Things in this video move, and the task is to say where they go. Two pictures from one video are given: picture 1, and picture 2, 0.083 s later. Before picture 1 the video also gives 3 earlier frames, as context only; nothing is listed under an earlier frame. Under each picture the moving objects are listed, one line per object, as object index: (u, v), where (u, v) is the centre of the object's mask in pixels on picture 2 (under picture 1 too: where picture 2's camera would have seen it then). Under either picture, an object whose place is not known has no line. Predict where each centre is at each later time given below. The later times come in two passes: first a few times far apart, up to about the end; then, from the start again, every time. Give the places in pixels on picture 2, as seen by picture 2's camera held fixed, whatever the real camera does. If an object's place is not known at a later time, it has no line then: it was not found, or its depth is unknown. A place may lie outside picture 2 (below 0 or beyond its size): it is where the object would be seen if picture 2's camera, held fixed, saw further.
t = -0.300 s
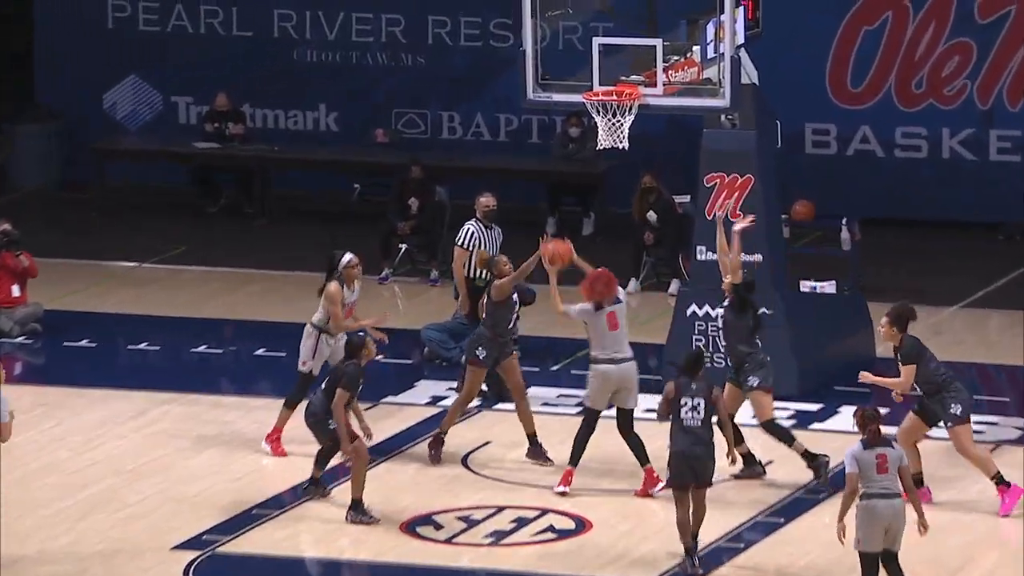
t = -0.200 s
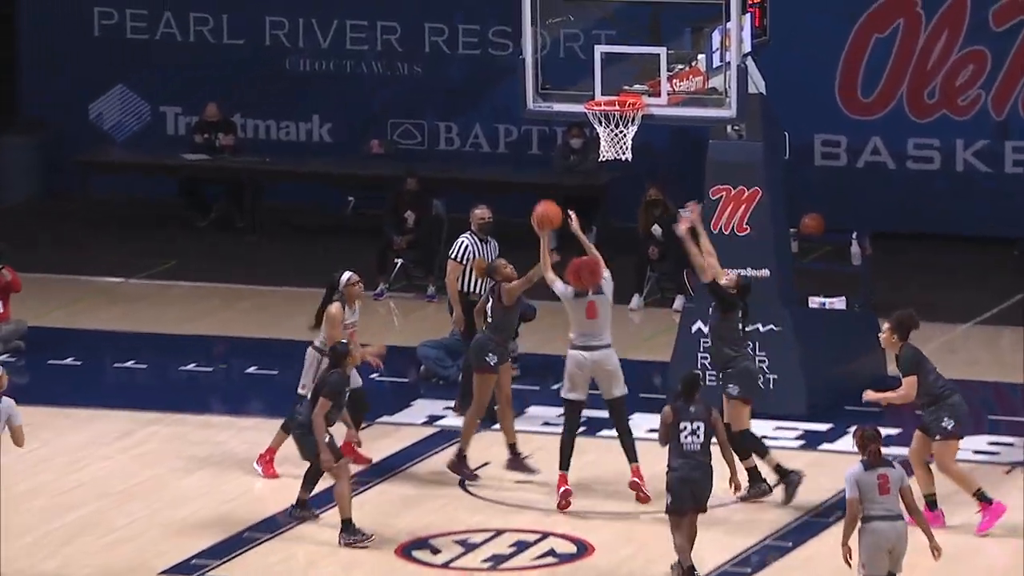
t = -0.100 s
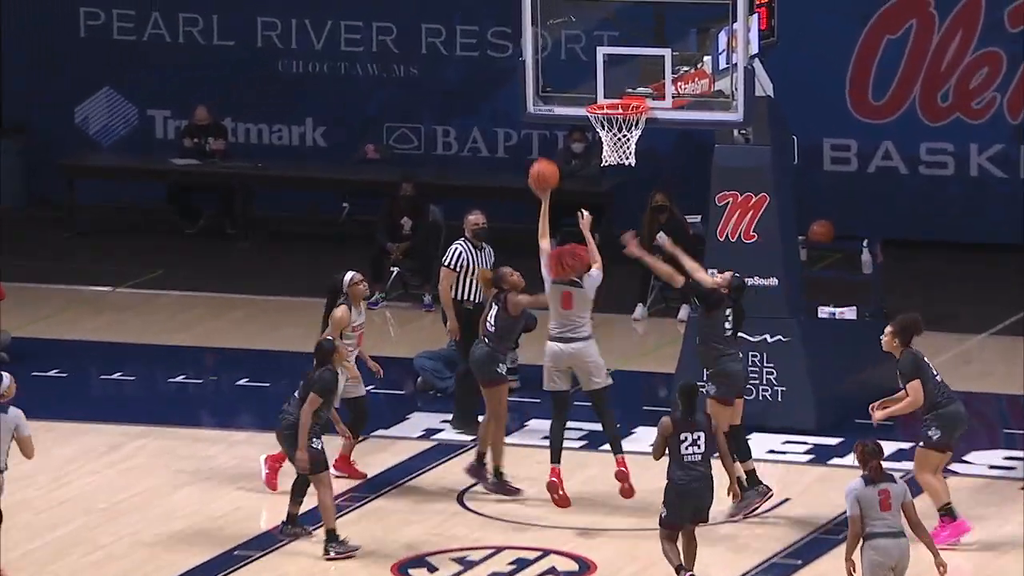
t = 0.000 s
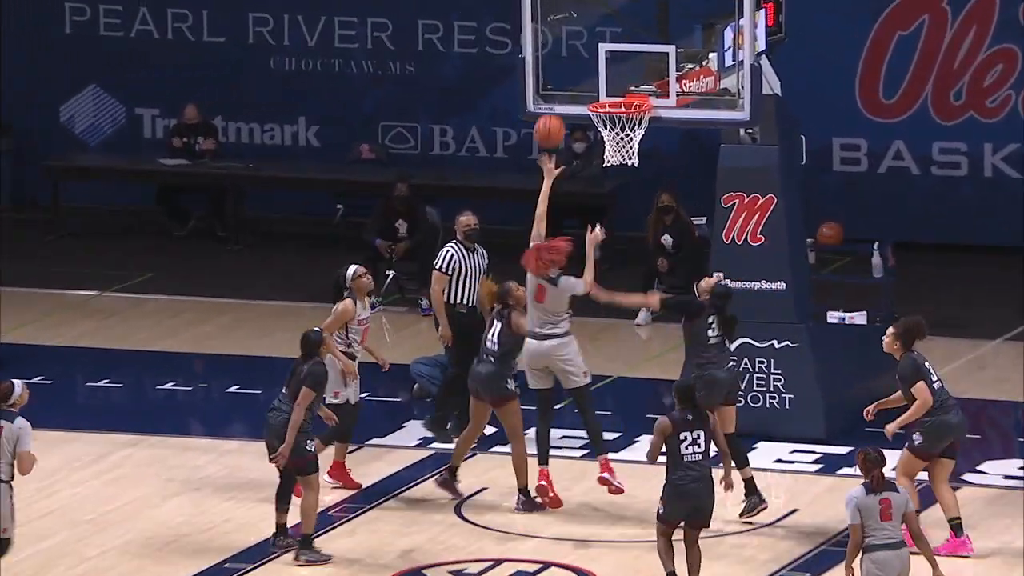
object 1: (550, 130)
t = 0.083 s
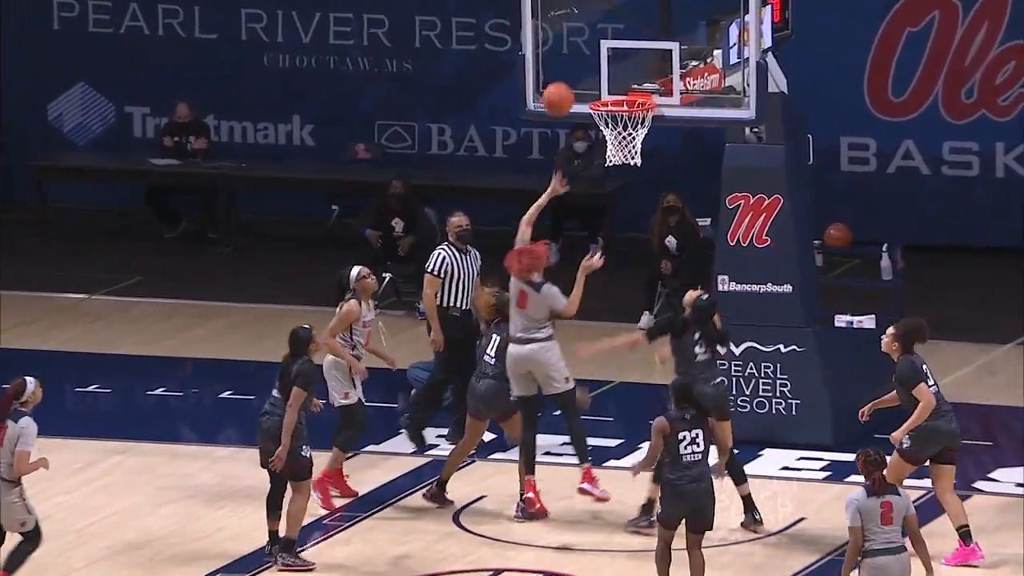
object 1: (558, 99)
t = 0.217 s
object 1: (570, 69)
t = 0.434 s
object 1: (590, 73)
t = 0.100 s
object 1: (559, 93)
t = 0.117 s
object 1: (561, 89)
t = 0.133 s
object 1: (563, 85)
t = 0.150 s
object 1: (564, 82)
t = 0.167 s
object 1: (566, 77)
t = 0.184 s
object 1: (567, 74)
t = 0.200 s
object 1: (569, 72)
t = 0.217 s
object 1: (570, 69)
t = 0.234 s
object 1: (572, 68)
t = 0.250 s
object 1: (574, 66)
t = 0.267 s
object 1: (575, 65)
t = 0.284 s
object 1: (577, 64)
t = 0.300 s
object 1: (578, 64)
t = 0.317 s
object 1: (580, 64)
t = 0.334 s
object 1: (581, 64)
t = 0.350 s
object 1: (583, 64)
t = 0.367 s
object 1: (584, 66)
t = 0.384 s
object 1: (586, 67)
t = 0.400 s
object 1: (587, 69)
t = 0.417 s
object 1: (589, 71)
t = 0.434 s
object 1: (590, 73)
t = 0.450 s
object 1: (592, 76)
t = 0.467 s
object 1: (593, 79)
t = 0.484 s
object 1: (595, 83)
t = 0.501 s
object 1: (597, 87)
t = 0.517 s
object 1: (598, 91)
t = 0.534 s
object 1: (600, 91)
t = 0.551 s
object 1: (603, 89)
